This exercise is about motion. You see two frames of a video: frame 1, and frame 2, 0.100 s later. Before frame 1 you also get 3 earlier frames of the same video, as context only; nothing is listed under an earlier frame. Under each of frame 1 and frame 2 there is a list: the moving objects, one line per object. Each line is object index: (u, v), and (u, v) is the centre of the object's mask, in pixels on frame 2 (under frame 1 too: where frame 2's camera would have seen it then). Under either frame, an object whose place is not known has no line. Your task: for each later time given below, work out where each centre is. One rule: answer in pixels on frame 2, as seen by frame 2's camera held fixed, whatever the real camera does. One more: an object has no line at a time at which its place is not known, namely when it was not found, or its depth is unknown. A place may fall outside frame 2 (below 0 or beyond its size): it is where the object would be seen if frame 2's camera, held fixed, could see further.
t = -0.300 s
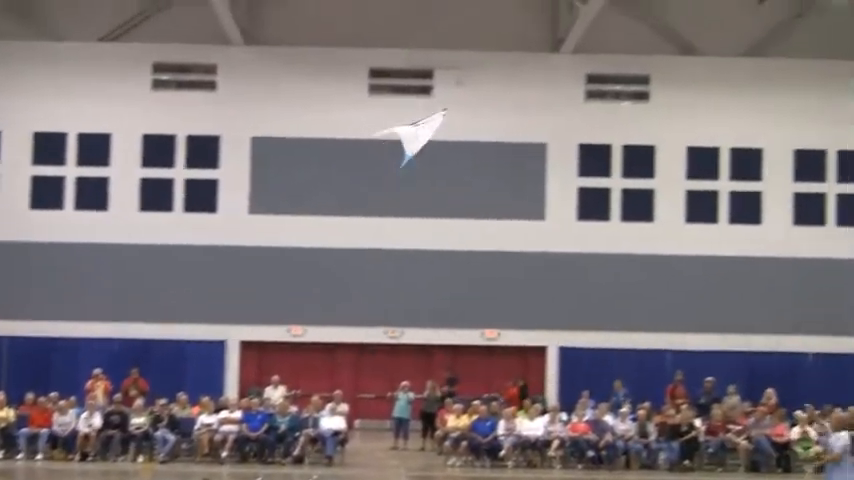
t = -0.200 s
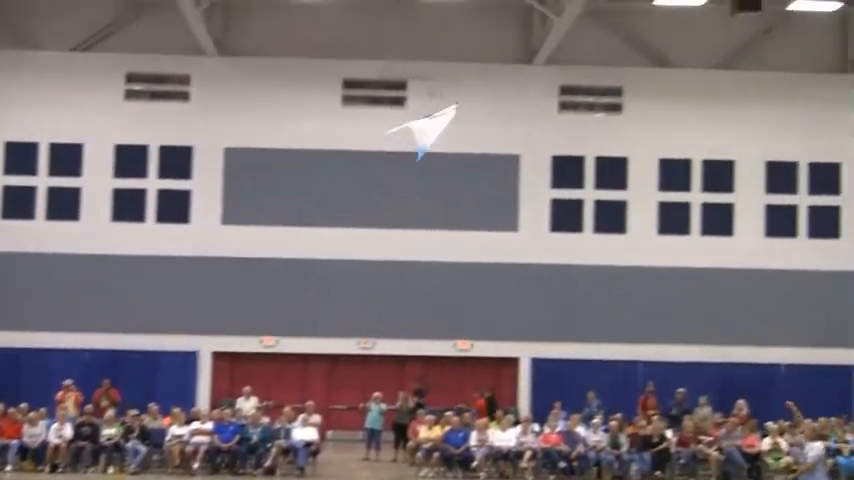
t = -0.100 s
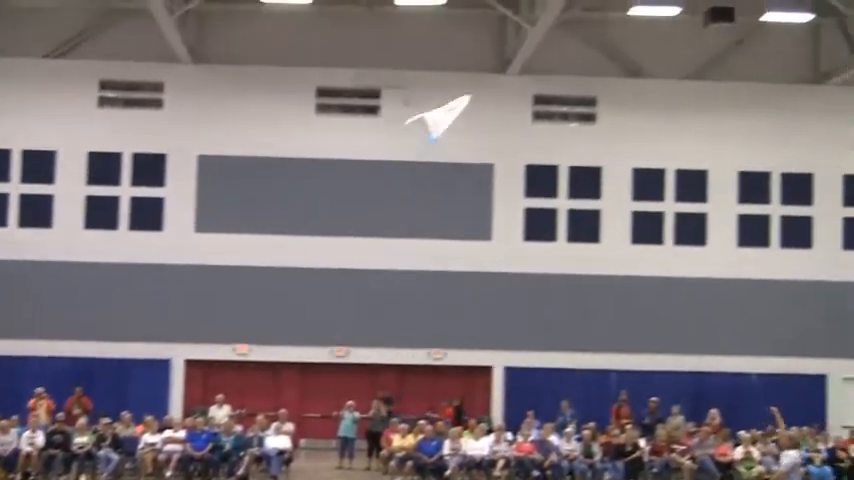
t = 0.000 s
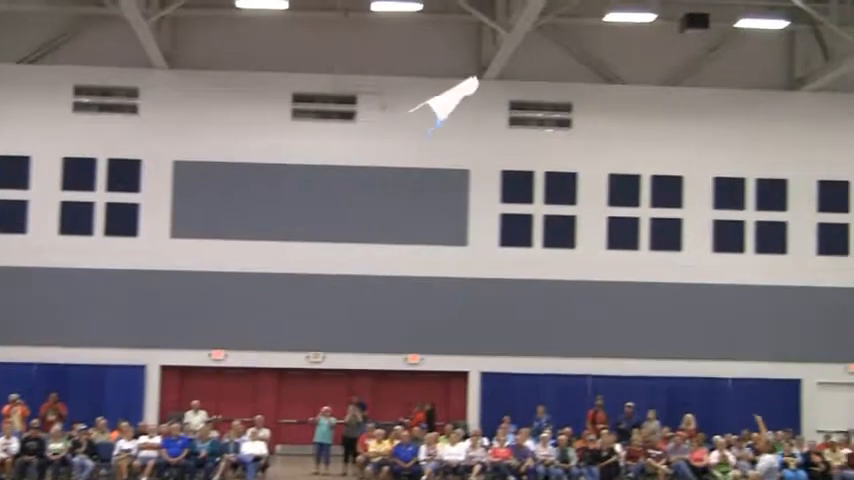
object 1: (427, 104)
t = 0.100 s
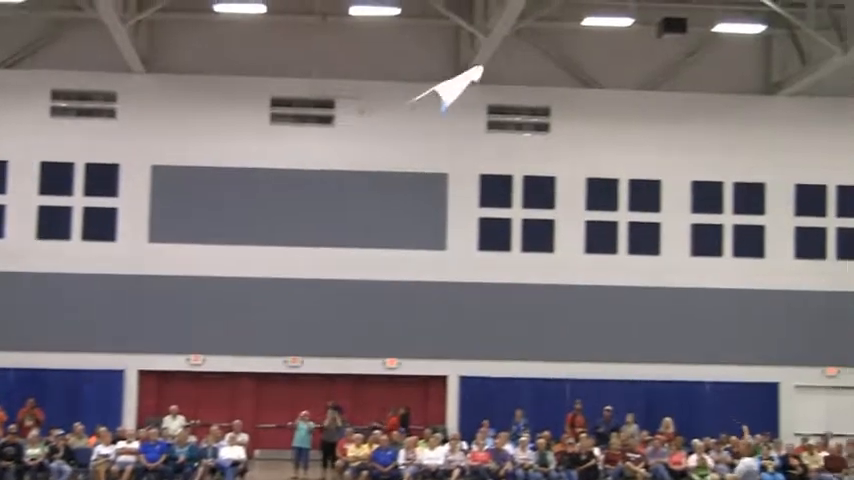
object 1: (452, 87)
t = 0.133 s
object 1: (461, 83)
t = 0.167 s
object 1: (468, 79)
